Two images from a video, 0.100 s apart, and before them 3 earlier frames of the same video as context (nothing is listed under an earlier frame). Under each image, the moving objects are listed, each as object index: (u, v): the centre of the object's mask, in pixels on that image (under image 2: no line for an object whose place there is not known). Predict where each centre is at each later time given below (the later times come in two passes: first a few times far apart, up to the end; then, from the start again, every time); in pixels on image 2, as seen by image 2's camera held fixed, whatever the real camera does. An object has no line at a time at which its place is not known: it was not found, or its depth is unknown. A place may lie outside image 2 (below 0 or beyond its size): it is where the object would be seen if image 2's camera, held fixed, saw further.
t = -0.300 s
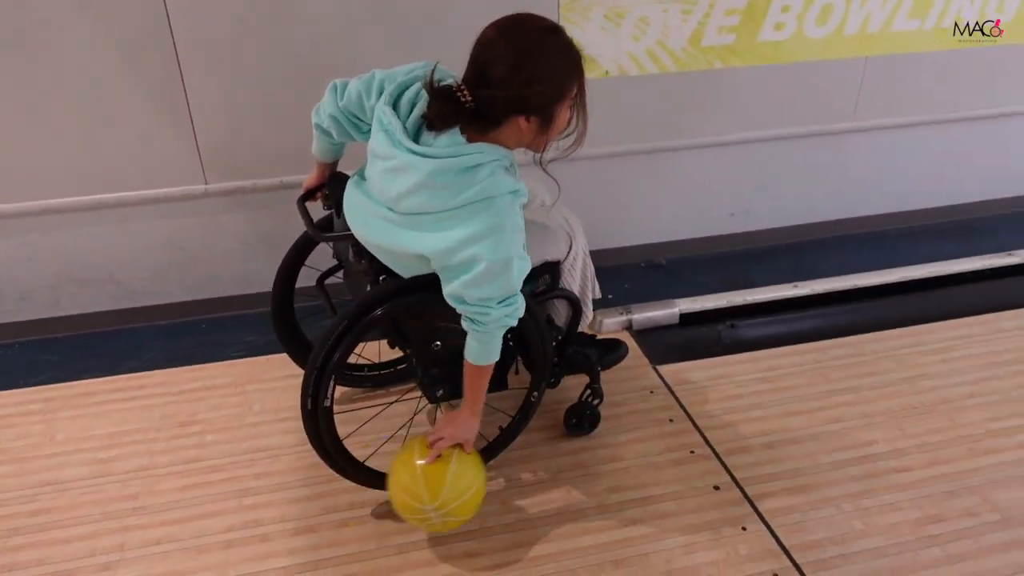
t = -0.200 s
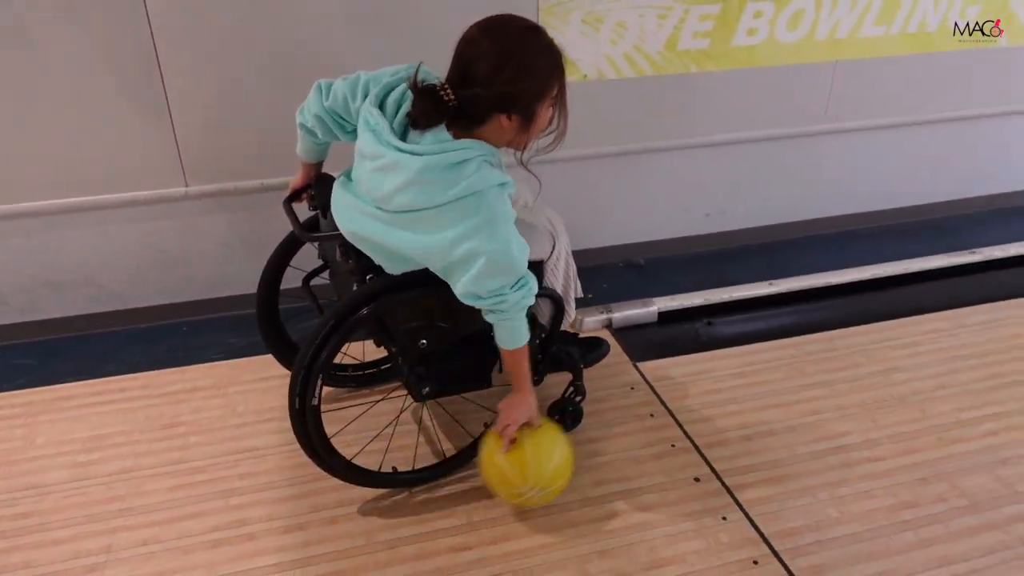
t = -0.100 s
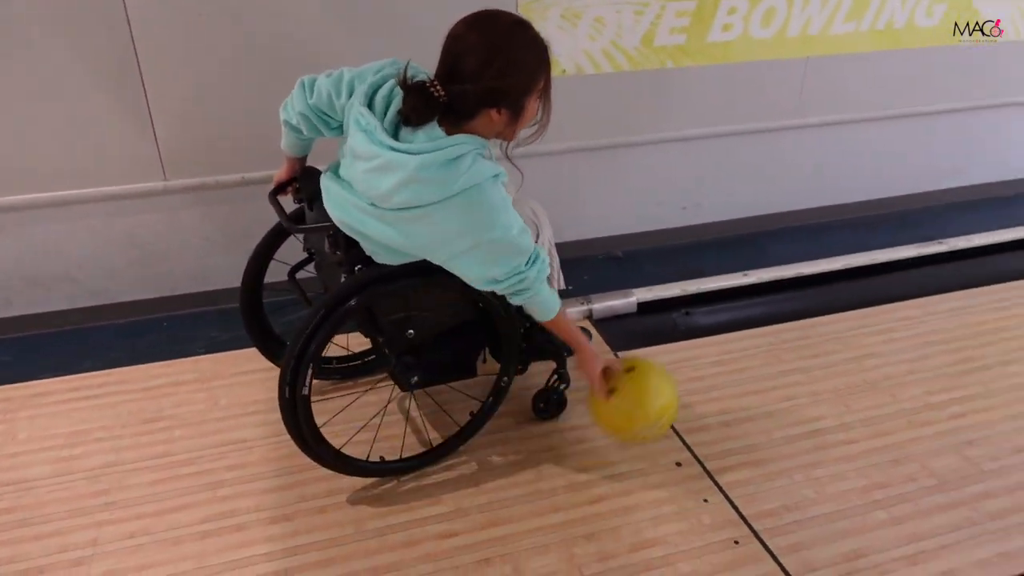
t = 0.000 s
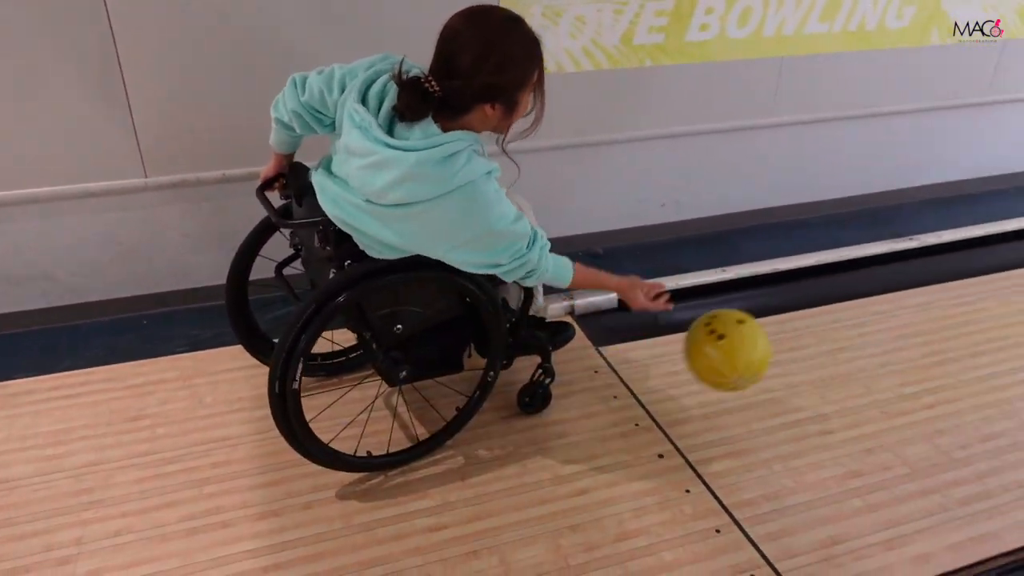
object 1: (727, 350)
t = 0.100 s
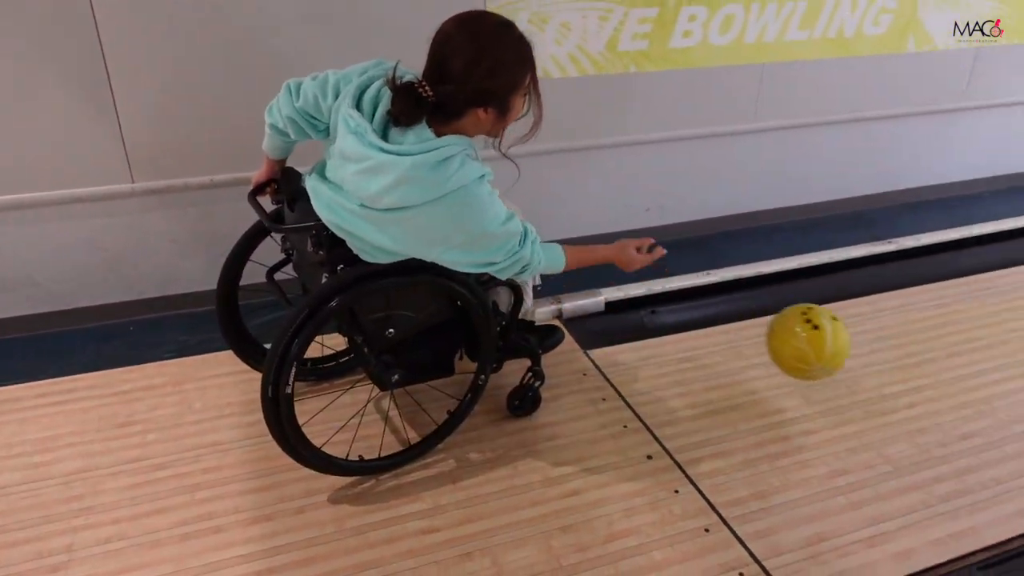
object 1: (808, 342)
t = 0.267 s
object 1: (940, 335)
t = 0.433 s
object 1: (1056, 313)
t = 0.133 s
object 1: (835, 345)
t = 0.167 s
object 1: (860, 352)
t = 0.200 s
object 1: (885, 359)
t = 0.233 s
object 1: (913, 345)
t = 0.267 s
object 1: (940, 335)
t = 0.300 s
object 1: (965, 328)
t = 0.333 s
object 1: (988, 325)
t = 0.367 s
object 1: (1010, 324)
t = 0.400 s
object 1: (1033, 321)
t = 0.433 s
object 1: (1056, 313)
